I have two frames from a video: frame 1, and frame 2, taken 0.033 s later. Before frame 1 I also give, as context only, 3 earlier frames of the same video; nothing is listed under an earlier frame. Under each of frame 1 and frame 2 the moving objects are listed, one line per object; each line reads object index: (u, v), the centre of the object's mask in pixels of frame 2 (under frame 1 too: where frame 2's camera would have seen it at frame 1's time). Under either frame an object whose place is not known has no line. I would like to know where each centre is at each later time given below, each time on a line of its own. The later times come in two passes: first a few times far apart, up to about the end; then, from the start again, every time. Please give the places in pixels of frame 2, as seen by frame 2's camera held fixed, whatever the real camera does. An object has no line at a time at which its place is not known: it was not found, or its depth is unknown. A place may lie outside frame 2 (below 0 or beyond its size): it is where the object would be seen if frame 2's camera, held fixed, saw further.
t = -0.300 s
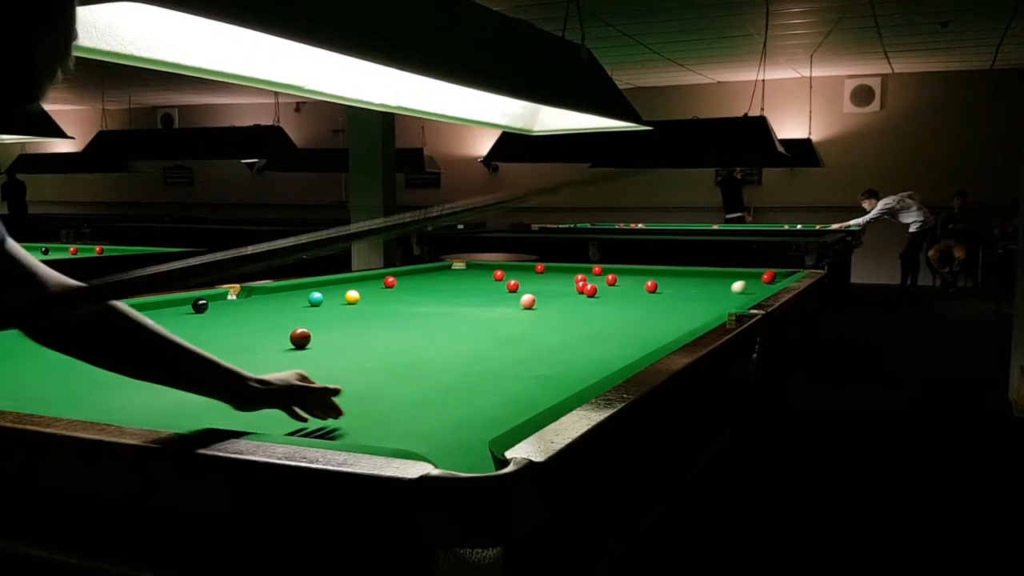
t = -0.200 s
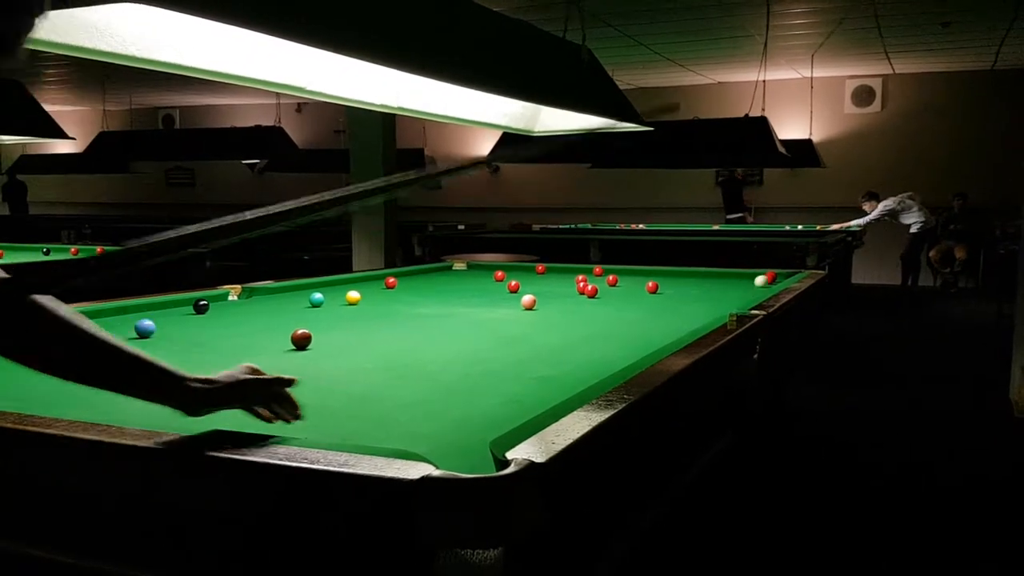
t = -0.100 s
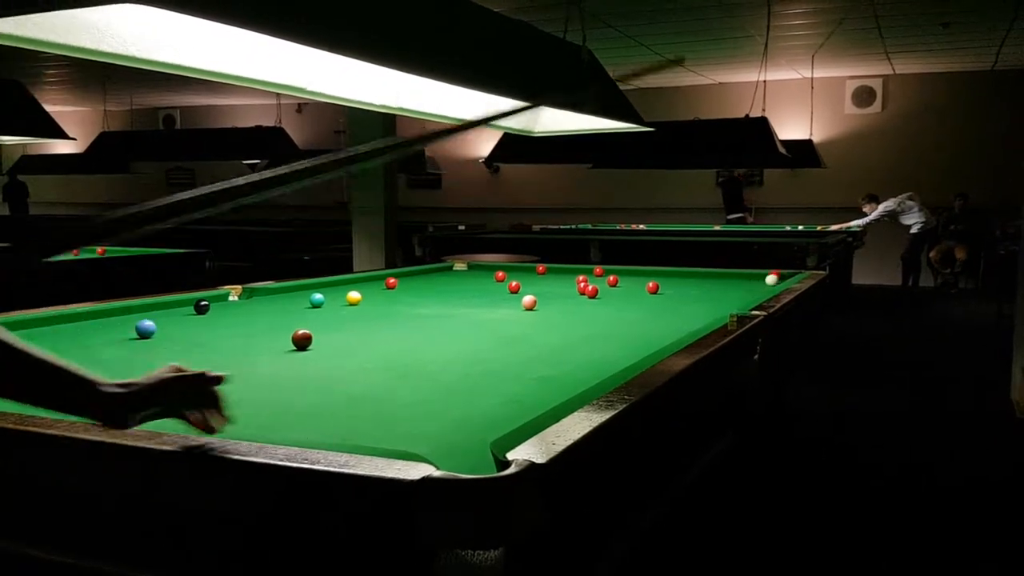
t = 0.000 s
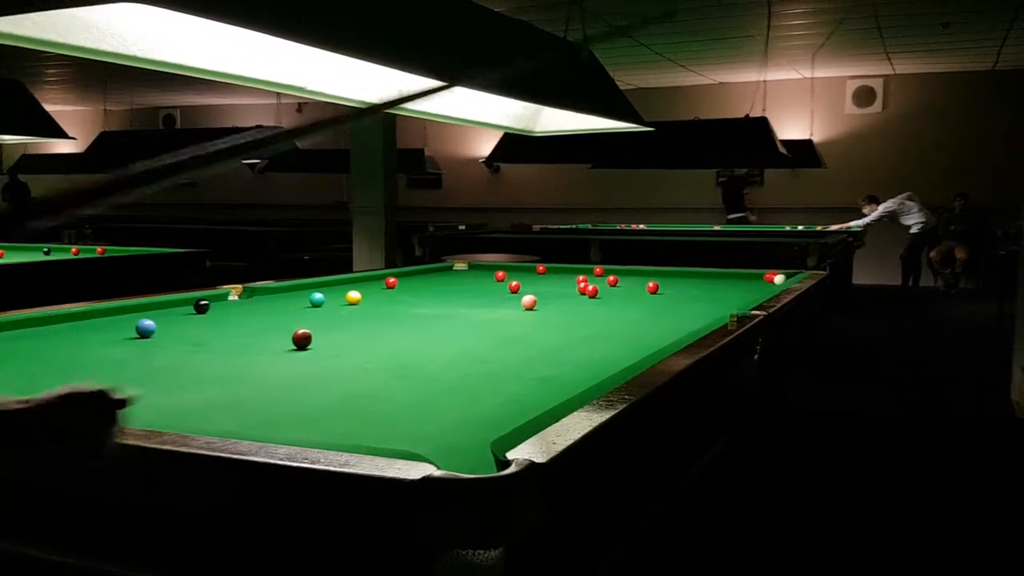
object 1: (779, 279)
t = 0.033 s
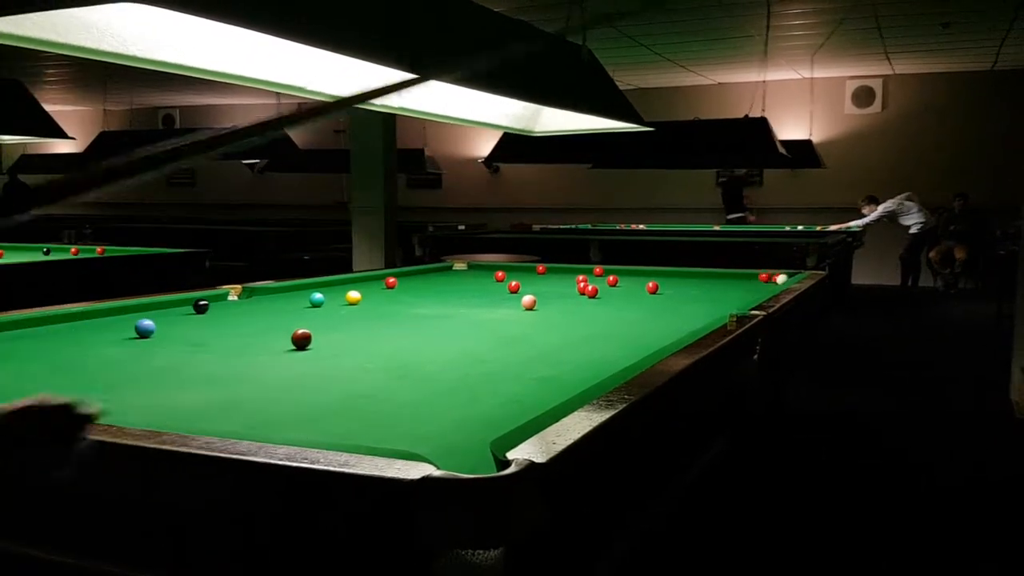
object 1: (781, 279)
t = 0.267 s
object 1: (741, 281)
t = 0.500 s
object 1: (702, 280)
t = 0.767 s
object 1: (656, 279)
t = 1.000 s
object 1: (619, 281)
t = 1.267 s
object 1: (591, 281)
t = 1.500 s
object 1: (566, 284)
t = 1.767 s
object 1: (538, 286)
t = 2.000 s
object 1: (525, 287)
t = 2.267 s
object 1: (520, 288)
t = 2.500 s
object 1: (517, 290)
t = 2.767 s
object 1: (514, 291)
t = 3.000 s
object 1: (511, 292)
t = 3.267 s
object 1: (509, 293)
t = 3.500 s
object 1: (508, 293)
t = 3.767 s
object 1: (506, 294)
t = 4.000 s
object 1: (505, 295)
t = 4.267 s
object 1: (504, 295)
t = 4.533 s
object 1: (504, 295)
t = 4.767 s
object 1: (504, 295)
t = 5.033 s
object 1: (504, 295)
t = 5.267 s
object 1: (504, 295)
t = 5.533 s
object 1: (504, 295)
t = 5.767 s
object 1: (504, 295)
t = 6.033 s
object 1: (504, 295)
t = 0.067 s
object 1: (781, 279)
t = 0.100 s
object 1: (774, 280)
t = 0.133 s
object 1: (767, 280)
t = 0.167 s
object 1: (760, 280)
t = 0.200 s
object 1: (753, 280)
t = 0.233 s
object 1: (746, 281)
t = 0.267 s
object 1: (741, 281)
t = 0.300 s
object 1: (735, 281)
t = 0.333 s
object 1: (729, 281)
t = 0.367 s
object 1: (724, 281)
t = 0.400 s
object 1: (719, 280)
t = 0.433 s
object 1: (713, 281)
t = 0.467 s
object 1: (708, 280)
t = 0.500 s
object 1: (702, 280)
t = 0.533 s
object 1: (696, 281)
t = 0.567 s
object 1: (690, 281)
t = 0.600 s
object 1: (684, 281)
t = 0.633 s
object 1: (678, 280)
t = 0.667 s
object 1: (673, 281)
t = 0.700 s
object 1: (667, 280)
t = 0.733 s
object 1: (661, 280)
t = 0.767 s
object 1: (656, 279)
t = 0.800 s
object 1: (649, 279)
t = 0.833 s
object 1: (644, 280)
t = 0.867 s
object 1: (639, 281)
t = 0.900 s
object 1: (633, 281)
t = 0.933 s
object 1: (628, 281)
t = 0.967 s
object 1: (622, 281)
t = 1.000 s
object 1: (619, 281)
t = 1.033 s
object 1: (615, 282)
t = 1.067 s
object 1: (611, 282)
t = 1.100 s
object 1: (608, 281)
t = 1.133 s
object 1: (604, 282)
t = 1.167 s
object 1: (601, 282)
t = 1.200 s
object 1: (597, 281)
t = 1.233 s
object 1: (594, 281)
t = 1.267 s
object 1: (591, 281)
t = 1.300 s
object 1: (587, 281)
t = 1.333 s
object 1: (583, 281)
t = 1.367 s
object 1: (579, 282)
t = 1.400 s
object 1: (575, 283)
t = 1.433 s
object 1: (572, 284)
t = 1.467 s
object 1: (570, 284)
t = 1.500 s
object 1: (566, 284)
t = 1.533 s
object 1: (562, 284)
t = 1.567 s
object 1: (559, 285)
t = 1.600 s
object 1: (555, 285)
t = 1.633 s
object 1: (552, 285)
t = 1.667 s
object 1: (549, 285)
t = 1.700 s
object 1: (545, 285)
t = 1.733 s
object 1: (542, 285)
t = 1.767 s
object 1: (538, 286)
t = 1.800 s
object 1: (535, 286)
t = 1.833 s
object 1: (532, 286)
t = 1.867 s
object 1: (528, 286)
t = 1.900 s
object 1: (526, 286)
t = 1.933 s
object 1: (526, 287)
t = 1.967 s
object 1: (525, 287)
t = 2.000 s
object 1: (525, 287)
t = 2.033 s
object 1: (524, 287)
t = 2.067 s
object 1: (524, 287)
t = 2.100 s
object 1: (523, 288)
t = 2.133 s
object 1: (523, 288)
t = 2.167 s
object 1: (522, 288)
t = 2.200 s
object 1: (521, 288)
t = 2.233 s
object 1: (521, 288)
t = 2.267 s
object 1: (520, 288)
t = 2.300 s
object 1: (520, 289)
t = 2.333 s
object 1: (519, 289)
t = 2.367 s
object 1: (519, 289)
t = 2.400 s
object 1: (519, 289)
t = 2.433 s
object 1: (518, 289)
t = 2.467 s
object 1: (518, 289)
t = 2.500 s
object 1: (517, 290)
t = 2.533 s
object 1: (517, 290)
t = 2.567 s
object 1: (516, 290)
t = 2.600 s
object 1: (516, 290)
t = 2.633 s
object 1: (516, 290)
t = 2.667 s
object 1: (515, 291)
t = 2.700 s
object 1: (515, 290)
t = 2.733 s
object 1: (514, 291)
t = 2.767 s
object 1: (514, 291)
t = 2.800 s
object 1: (513, 291)
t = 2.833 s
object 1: (513, 291)
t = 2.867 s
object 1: (513, 291)
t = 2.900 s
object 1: (512, 292)
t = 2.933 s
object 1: (512, 292)
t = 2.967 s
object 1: (512, 292)
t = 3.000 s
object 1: (511, 292)
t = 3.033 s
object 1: (511, 292)
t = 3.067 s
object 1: (511, 292)
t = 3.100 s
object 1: (511, 292)
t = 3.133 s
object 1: (510, 292)
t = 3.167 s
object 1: (510, 292)
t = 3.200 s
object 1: (510, 292)
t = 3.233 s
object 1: (510, 293)
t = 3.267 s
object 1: (509, 293)
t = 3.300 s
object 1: (509, 293)
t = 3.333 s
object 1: (509, 293)
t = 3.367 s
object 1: (509, 293)
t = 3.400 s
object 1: (508, 293)
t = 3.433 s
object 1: (508, 293)
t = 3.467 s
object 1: (508, 293)
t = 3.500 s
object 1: (508, 293)
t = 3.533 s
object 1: (507, 294)
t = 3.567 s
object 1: (507, 294)
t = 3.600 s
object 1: (507, 294)
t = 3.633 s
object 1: (507, 294)
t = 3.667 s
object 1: (506, 294)
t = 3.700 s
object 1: (506, 294)
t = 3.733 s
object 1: (506, 294)
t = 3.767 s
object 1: (506, 294)
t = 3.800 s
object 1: (506, 294)
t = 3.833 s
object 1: (506, 294)
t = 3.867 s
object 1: (506, 294)
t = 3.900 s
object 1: (506, 294)
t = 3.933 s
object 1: (506, 295)
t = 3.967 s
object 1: (505, 295)
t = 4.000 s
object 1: (505, 295)
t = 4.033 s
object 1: (505, 295)
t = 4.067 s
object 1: (505, 295)
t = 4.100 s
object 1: (505, 295)
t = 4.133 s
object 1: (505, 295)
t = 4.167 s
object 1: (505, 295)
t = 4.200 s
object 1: (504, 295)
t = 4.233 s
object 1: (504, 295)
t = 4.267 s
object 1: (504, 295)
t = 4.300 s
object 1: (504, 295)
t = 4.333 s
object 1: (504, 295)
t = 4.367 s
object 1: (504, 295)
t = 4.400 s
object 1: (504, 295)
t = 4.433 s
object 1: (504, 295)
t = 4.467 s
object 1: (504, 295)
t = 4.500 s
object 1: (504, 295)
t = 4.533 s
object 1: (504, 295)
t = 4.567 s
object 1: (504, 295)
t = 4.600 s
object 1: (504, 295)
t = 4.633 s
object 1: (504, 295)
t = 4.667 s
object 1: (504, 295)
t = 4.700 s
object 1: (504, 295)
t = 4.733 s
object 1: (504, 295)
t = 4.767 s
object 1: (504, 295)
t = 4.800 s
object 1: (504, 296)
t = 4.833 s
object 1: (504, 296)
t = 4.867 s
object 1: (504, 296)
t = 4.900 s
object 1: (504, 295)
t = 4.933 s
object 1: (504, 296)
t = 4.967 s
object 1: (504, 296)
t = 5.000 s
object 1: (504, 296)
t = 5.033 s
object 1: (504, 295)
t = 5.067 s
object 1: (504, 295)
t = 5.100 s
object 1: (504, 295)
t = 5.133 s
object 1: (504, 295)
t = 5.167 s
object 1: (504, 295)
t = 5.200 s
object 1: (504, 295)
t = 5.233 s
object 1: (504, 295)
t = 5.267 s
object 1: (504, 295)
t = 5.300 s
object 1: (503, 295)
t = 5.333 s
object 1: (504, 295)
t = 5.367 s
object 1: (504, 295)
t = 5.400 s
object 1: (504, 295)
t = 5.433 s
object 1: (504, 295)
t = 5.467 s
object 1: (504, 295)
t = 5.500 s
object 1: (503, 295)
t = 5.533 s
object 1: (504, 295)
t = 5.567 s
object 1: (504, 295)
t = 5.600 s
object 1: (504, 295)
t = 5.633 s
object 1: (504, 295)
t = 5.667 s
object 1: (504, 295)
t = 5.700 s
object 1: (503, 296)
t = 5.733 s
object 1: (503, 295)
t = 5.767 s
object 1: (504, 295)
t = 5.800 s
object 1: (504, 295)
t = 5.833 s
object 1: (503, 295)
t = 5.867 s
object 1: (503, 295)
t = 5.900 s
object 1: (503, 295)
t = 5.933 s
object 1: (503, 295)
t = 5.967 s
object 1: (504, 295)
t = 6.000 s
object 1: (504, 295)
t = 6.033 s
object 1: (504, 295)
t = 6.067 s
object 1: (504, 295)
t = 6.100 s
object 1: (504, 295)
